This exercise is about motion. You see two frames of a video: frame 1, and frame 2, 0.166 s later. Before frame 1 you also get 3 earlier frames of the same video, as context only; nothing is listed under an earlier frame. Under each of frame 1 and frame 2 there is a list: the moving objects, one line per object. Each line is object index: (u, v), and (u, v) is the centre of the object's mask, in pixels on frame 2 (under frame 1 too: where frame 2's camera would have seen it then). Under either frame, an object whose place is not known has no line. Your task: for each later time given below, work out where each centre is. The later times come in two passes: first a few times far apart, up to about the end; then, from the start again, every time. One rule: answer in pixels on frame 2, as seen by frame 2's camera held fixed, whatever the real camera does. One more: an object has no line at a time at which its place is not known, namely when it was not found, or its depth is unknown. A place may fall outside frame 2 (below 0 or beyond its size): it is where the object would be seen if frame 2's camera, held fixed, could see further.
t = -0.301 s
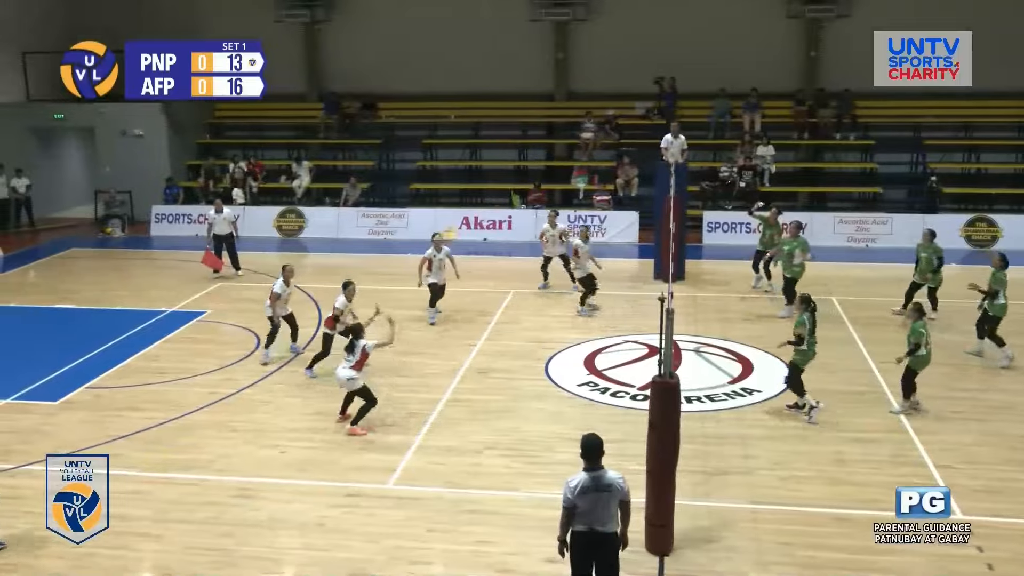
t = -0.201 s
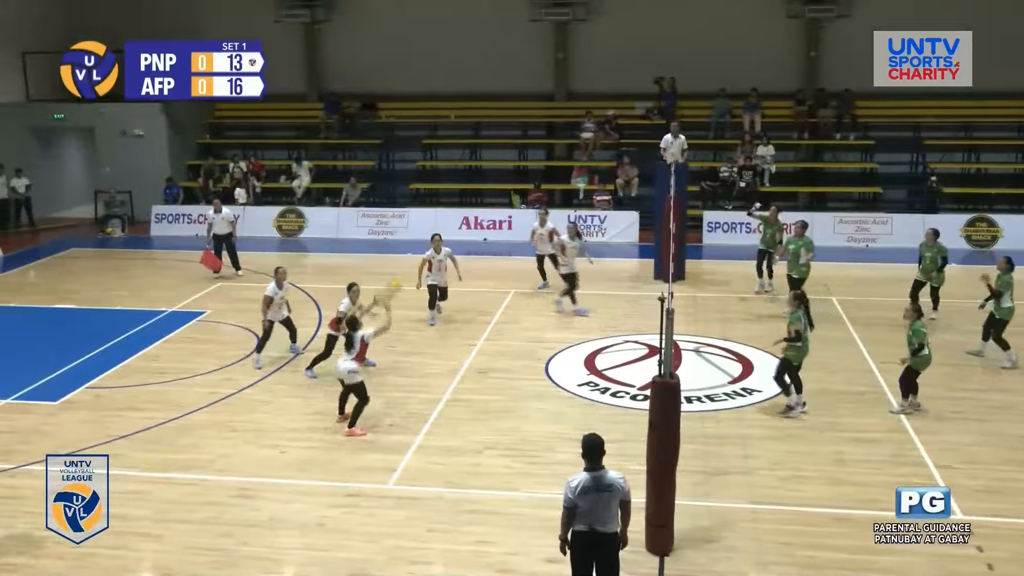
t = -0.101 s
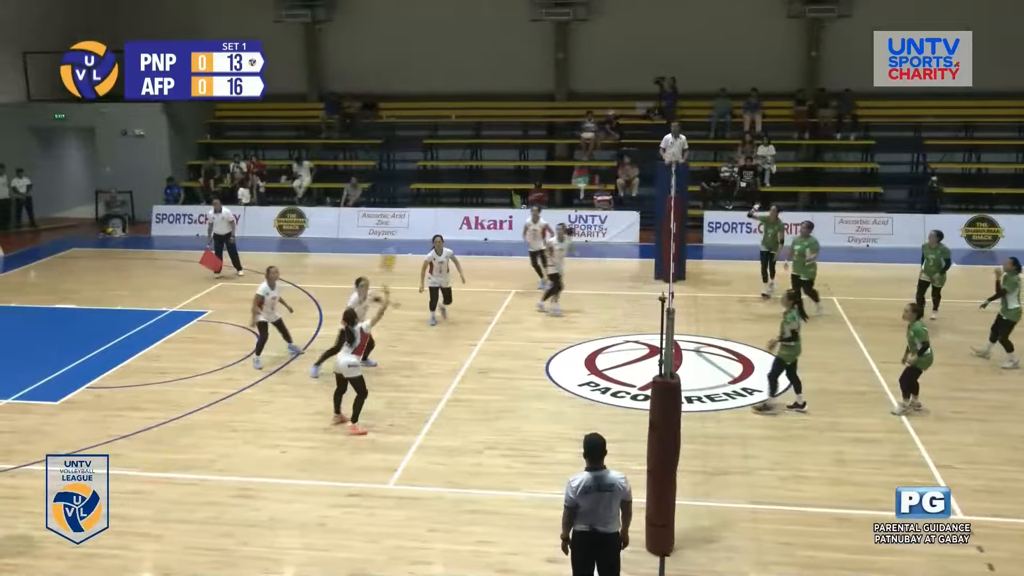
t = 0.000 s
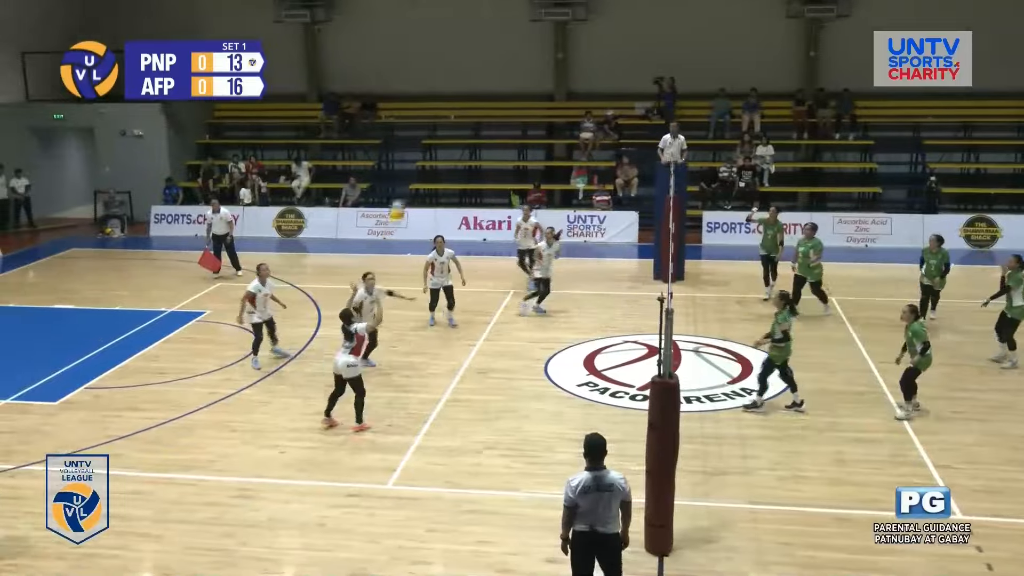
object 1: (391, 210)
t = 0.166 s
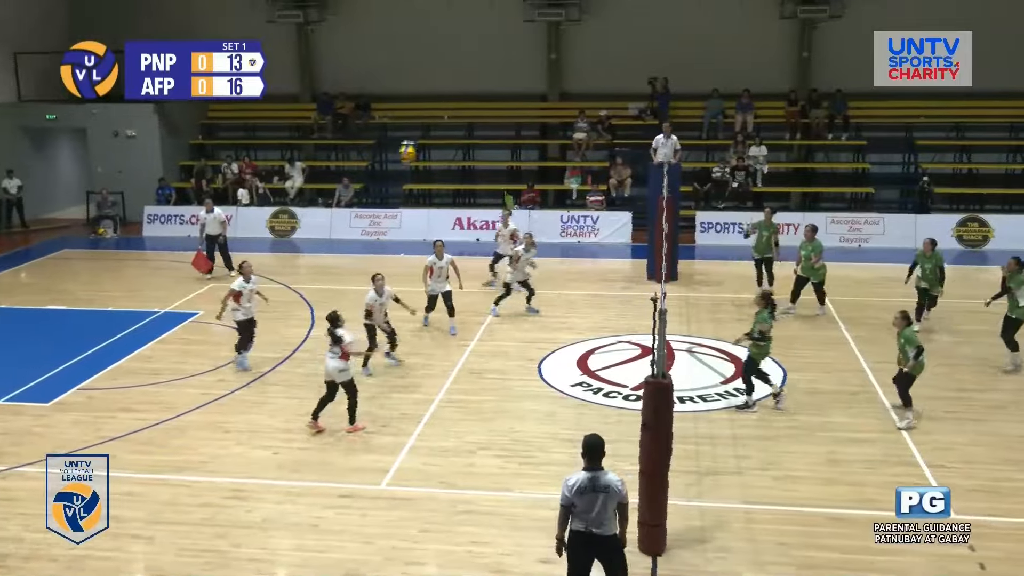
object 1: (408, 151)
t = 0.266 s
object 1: (418, 127)
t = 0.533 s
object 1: (446, 100)
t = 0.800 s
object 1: (472, 127)
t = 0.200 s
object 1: (411, 142)
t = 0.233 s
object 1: (414, 134)
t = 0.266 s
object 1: (418, 127)
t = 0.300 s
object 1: (421, 120)
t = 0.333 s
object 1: (425, 115)
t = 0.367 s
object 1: (428, 110)
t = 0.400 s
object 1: (432, 107)
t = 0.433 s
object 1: (435, 104)
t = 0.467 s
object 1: (439, 102)
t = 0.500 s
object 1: (442, 101)
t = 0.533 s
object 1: (446, 100)
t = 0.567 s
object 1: (449, 101)
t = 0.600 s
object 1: (452, 102)
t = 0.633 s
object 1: (455, 103)
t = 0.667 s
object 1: (458, 106)
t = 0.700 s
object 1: (461, 110)
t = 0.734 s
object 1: (465, 115)
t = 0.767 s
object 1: (468, 120)
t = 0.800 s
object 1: (472, 127)
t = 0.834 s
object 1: (475, 134)
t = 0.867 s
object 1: (478, 141)
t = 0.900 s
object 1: (481, 147)
